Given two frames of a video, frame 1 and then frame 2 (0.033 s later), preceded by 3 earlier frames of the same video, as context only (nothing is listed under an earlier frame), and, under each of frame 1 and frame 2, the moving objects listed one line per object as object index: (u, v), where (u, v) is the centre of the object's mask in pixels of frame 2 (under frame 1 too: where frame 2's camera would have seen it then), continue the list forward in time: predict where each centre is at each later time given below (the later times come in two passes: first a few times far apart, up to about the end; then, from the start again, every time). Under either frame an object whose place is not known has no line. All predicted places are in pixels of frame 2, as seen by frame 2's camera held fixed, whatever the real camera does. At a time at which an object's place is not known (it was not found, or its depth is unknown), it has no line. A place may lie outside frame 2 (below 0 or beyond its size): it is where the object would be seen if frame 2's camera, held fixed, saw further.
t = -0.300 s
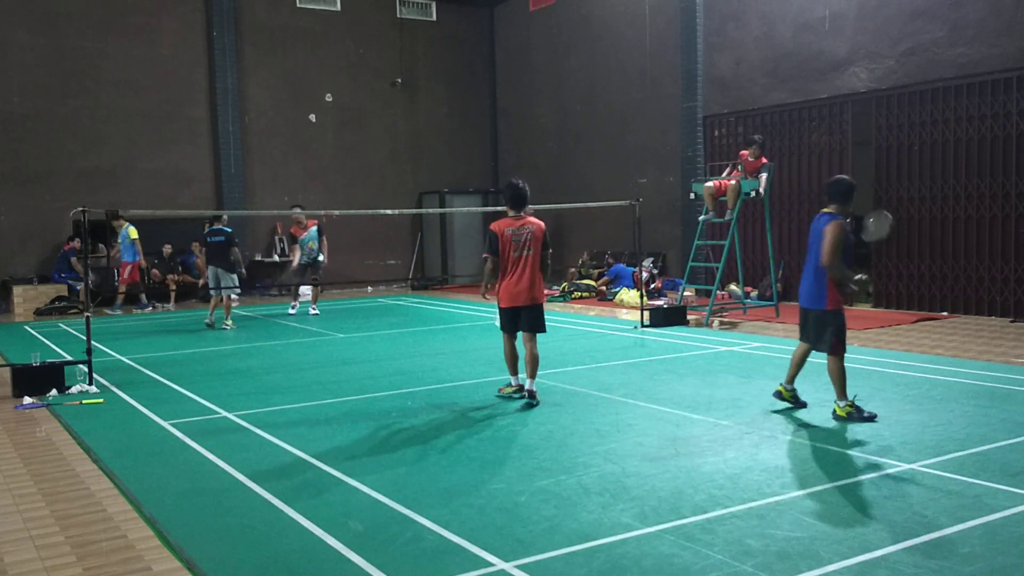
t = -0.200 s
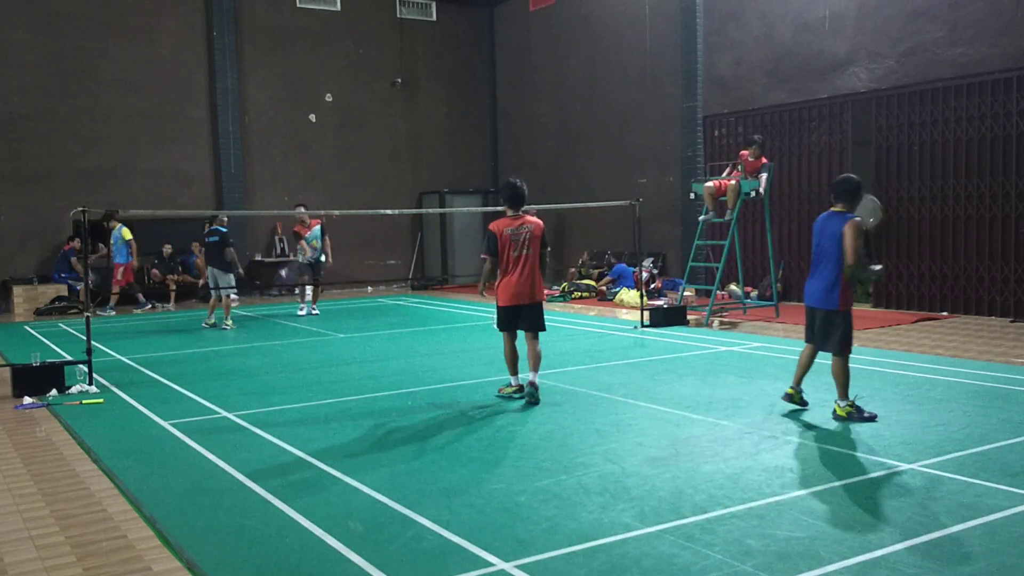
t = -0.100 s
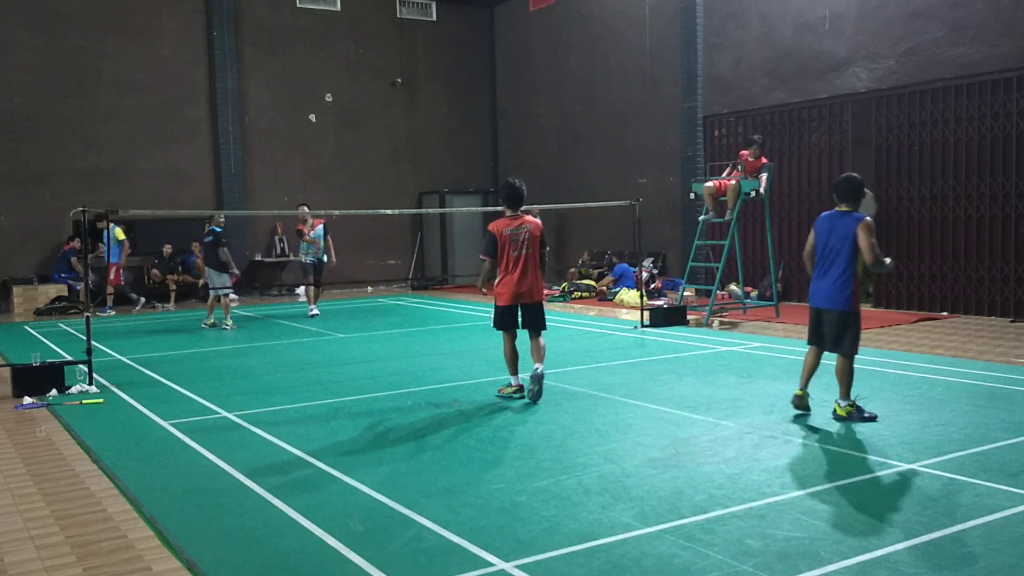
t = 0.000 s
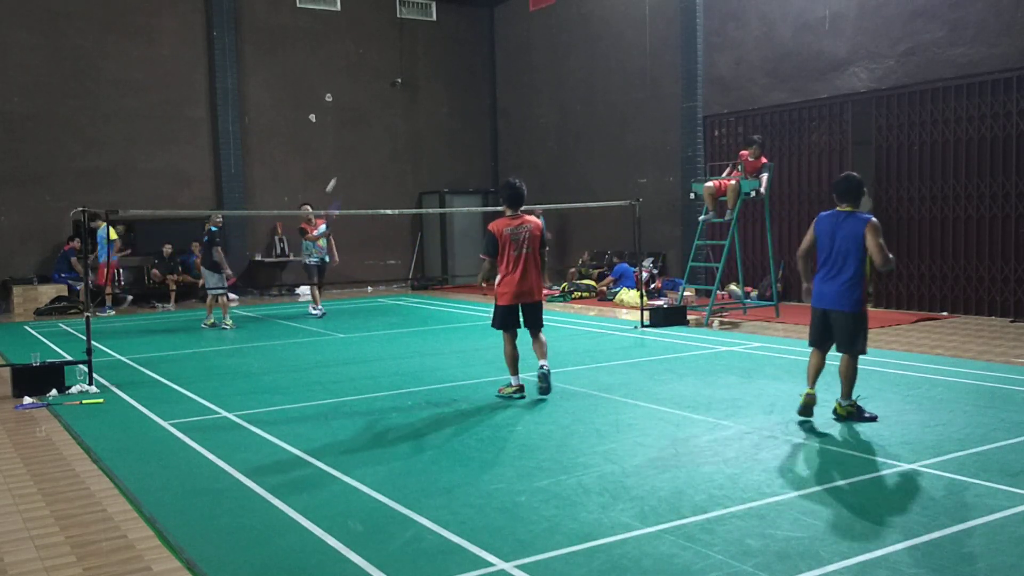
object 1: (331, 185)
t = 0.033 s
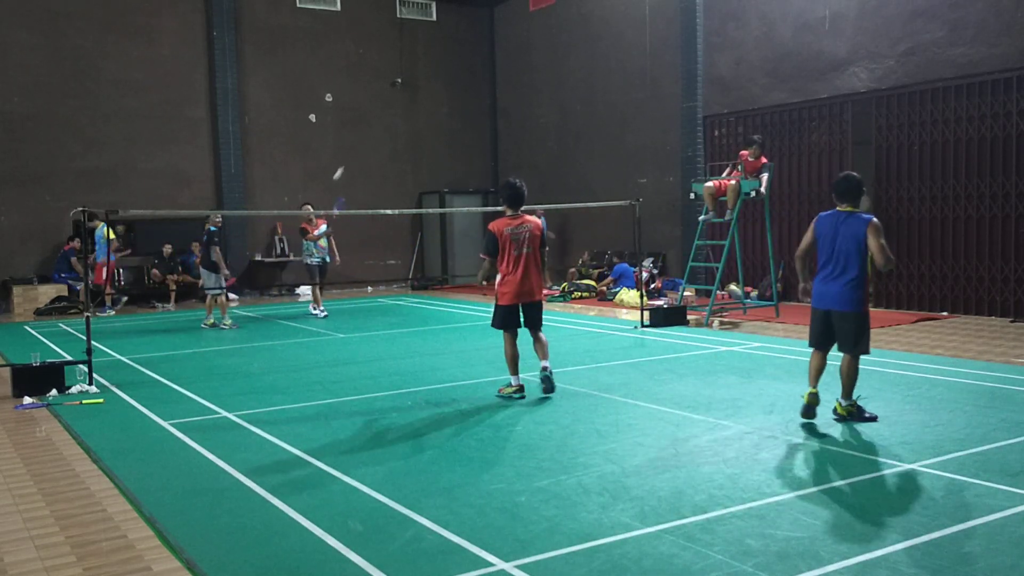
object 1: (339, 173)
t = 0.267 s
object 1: (387, 122)
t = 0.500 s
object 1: (432, 119)
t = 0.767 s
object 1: (481, 185)
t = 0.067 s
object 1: (346, 163)
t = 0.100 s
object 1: (353, 154)
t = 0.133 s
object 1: (360, 145)
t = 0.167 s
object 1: (366, 138)
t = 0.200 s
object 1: (374, 132)
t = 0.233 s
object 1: (381, 127)
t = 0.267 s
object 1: (387, 122)
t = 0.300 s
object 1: (394, 119)
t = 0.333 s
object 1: (400, 117)
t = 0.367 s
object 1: (407, 115)
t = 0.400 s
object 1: (413, 115)
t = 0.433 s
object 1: (419, 116)
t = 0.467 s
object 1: (426, 118)
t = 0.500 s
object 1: (432, 119)
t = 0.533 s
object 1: (438, 124)
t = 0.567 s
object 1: (445, 130)
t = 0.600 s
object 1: (451, 137)
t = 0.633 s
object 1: (457, 144)
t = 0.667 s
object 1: (463, 153)
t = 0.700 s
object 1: (469, 162)
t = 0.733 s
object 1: (475, 173)
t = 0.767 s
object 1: (481, 185)
